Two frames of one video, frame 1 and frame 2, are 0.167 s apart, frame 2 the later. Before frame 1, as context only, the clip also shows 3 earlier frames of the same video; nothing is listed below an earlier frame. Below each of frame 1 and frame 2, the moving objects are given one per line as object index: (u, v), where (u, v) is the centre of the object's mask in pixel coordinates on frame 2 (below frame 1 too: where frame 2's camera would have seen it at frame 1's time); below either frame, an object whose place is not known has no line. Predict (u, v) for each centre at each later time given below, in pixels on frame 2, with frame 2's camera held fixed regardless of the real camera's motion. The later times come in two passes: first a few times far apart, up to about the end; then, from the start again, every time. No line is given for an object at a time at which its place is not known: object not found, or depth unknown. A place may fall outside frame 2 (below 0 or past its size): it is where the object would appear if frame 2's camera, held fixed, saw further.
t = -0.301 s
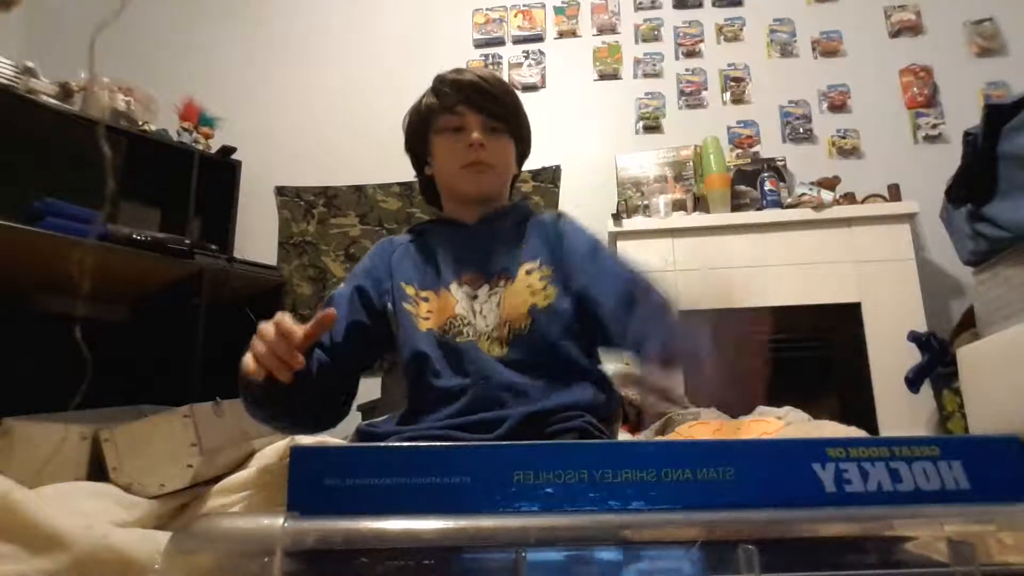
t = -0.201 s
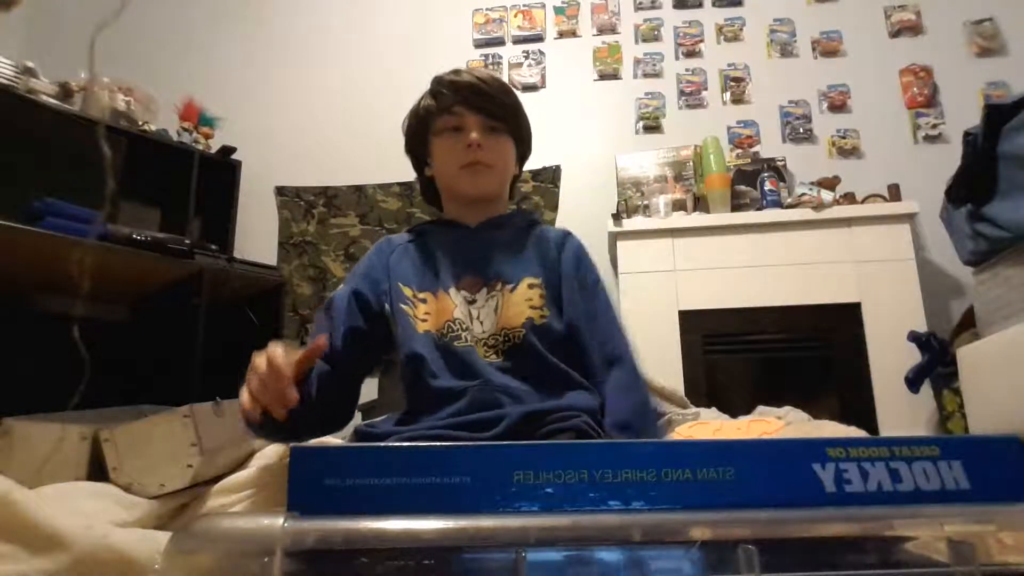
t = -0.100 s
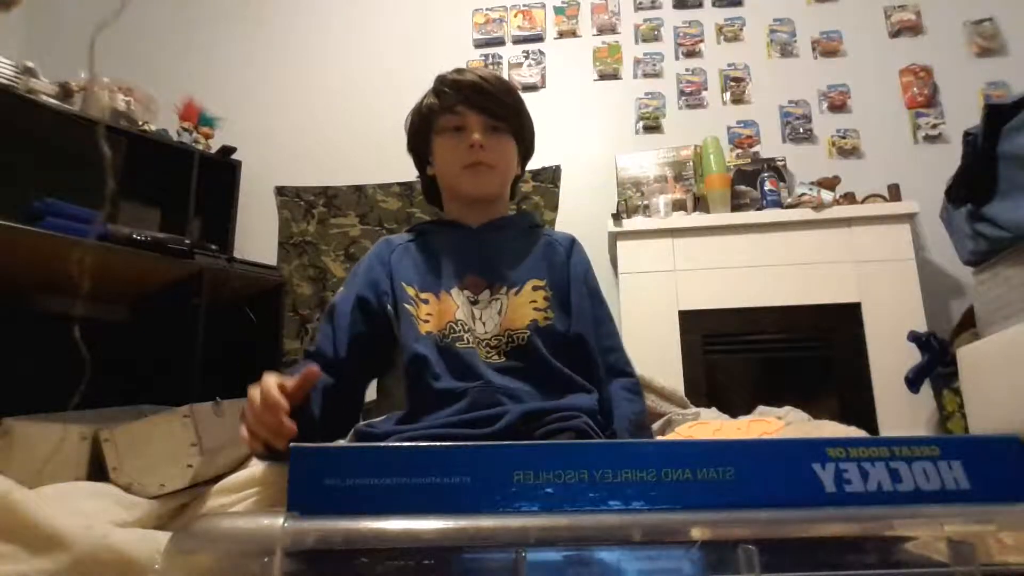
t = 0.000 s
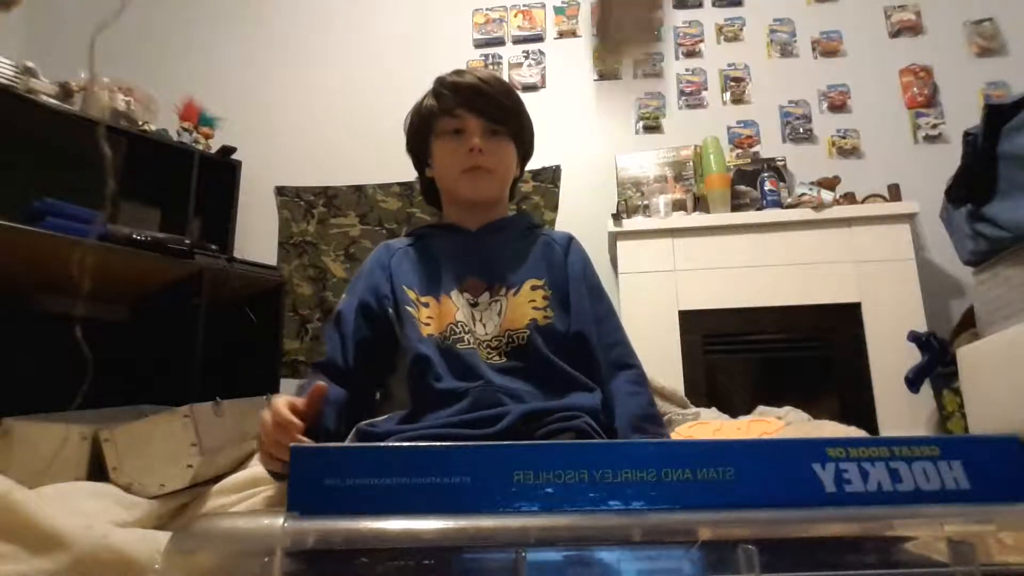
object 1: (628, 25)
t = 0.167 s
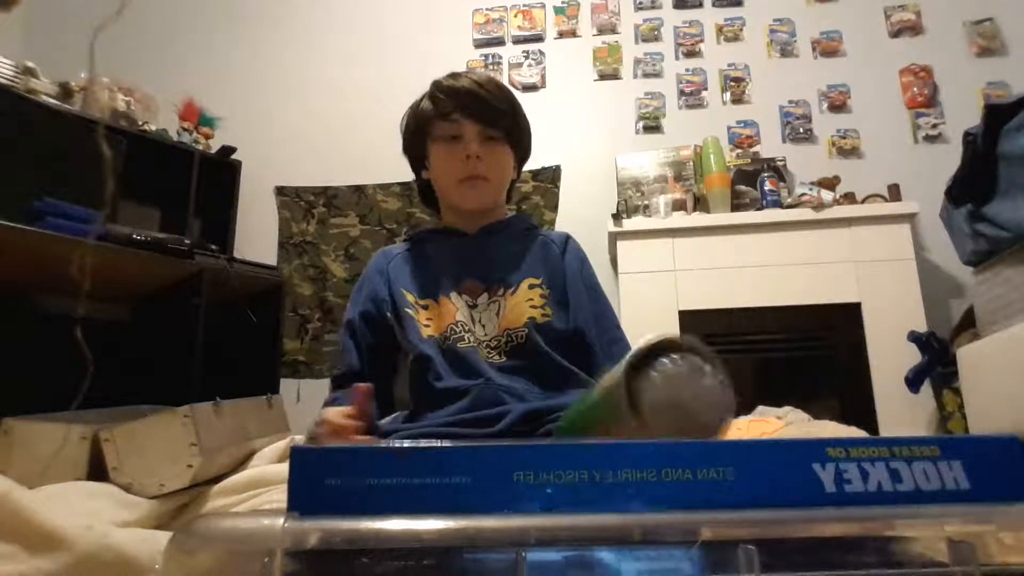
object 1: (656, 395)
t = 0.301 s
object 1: (640, 393)
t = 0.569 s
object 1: (658, 401)
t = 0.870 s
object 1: (652, 401)
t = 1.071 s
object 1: (640, 402)
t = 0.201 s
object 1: (654, 383)
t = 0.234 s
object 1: (650, 373)
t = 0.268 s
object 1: (638, 376)
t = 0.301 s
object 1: (640, 393)
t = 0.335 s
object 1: (644, 396)
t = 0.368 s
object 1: (646, 398)
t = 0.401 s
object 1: (647, 400)
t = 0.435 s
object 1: (650, 400)
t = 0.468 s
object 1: (653, 400)
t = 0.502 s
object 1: (656, 401)
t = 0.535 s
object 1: (658, 401)
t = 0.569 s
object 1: (658, 401)
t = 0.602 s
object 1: (658, 401)
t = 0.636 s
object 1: (657, 401)
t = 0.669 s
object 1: (656, 401)
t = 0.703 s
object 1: (654, 401)
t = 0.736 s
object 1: (654, 401)
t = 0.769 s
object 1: (654, 401)
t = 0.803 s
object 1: (654, 401)
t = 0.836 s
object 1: (654, 401)
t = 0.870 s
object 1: (652, 401)
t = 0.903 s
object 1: (650, 401)
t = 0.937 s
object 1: (648, 401)
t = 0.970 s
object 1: (646, 402)
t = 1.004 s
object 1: (644, 402)
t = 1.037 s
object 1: (642, 402)
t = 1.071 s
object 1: (640, 402)
